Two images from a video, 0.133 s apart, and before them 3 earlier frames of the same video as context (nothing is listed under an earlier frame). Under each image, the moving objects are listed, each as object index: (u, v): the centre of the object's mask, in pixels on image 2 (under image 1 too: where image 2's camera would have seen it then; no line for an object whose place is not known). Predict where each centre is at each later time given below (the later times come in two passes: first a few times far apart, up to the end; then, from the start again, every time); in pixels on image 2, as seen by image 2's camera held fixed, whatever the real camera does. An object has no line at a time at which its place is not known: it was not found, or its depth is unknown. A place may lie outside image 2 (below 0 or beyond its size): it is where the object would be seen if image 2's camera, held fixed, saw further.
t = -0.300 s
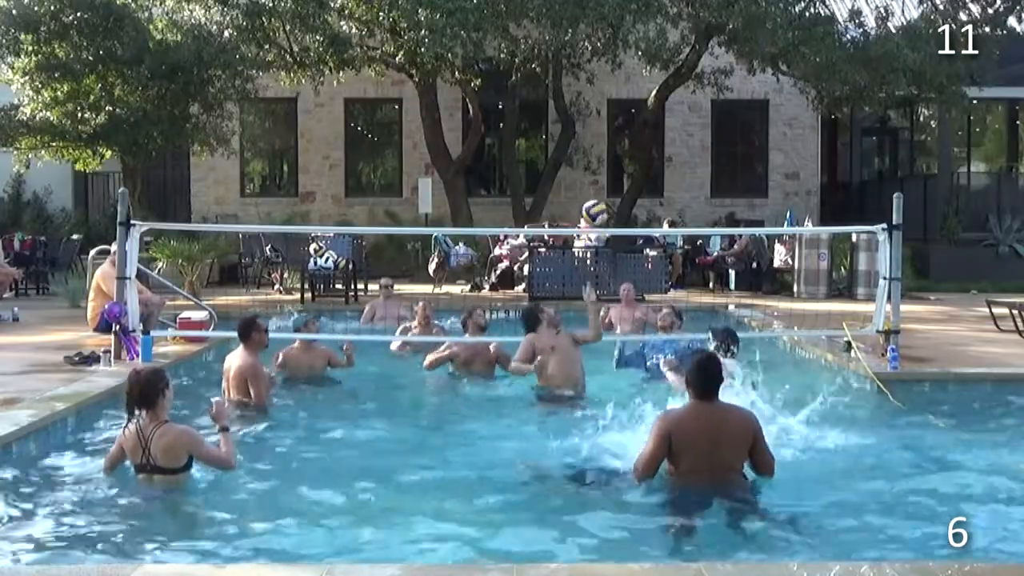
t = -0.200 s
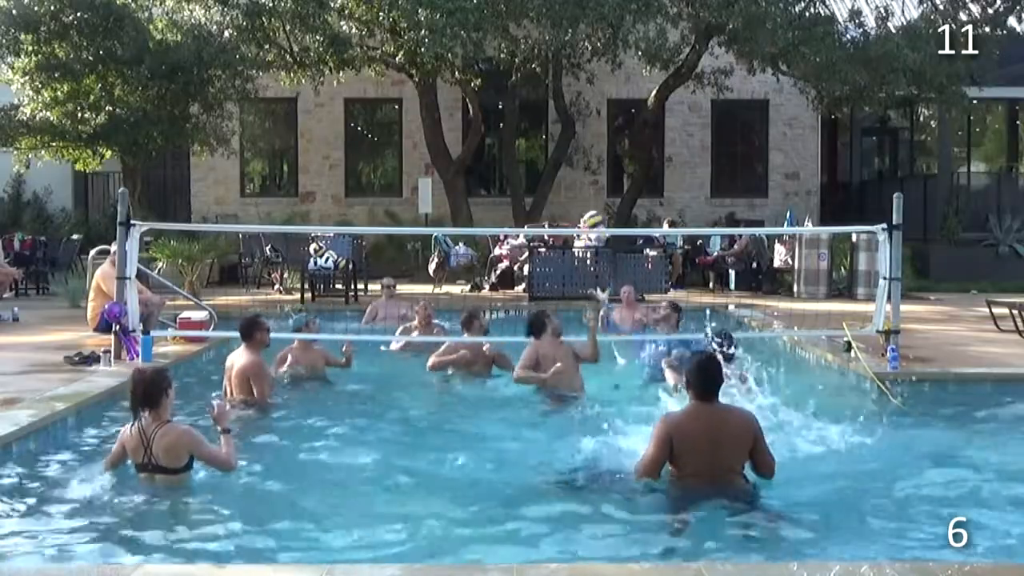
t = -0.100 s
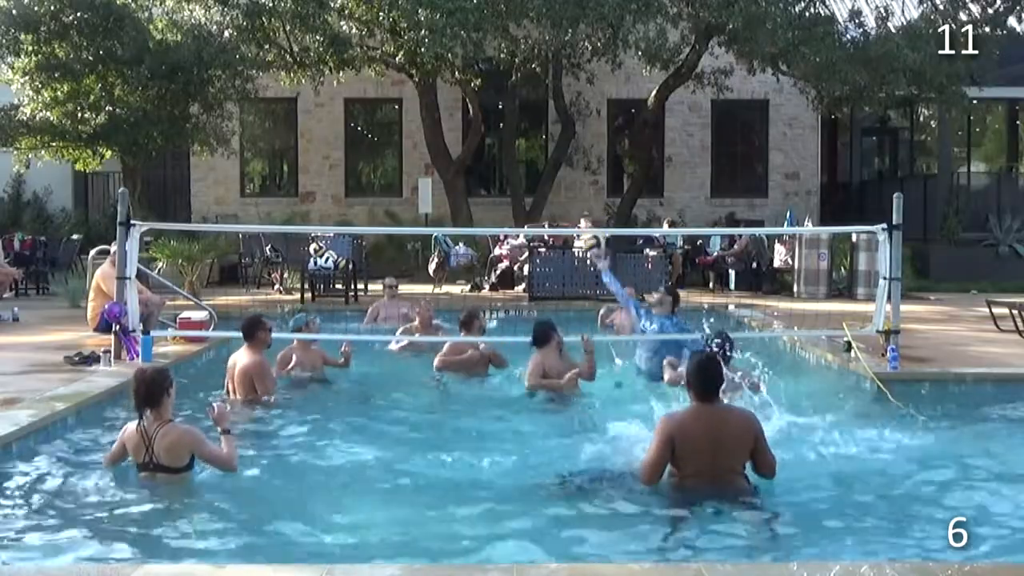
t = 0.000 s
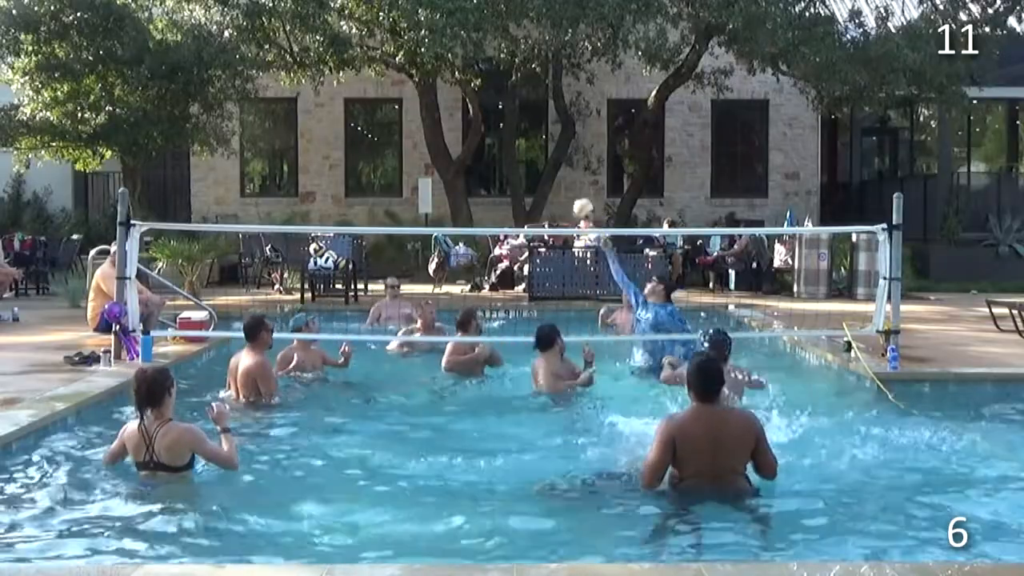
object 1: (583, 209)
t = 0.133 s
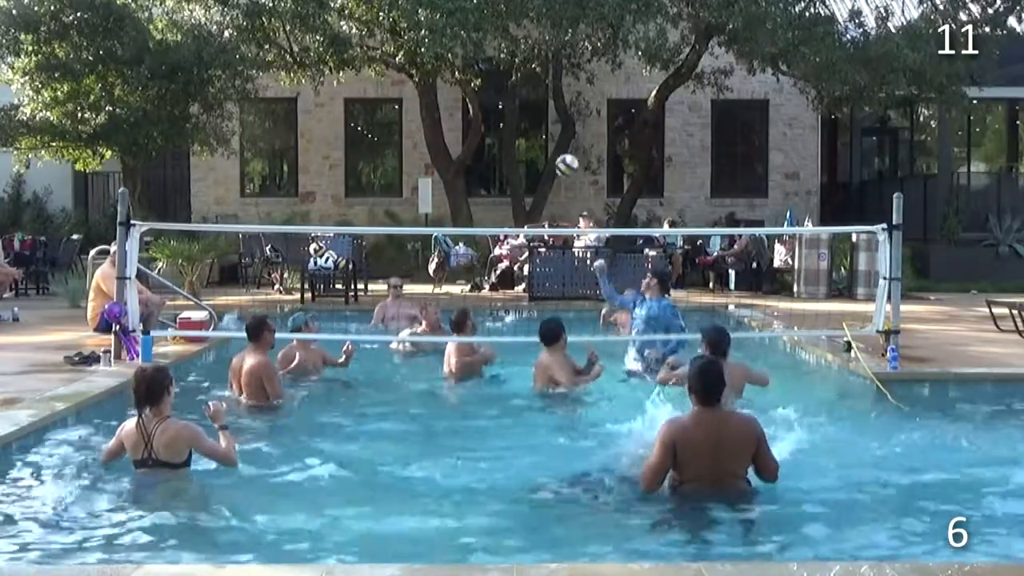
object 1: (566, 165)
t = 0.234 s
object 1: (554, 146)
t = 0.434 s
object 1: (529, 139)
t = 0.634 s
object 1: (504, 174)
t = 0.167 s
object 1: (562, 157)
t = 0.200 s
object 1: (558, 151)
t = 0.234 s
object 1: (554, 146)
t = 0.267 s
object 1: (549, 141)
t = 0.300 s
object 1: (545, 138)
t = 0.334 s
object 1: (540, 136)
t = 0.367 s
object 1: (537, 137)
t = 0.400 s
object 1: (533, 137)
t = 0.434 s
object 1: (529, 139)
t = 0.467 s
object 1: (524, 141)
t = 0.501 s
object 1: (520, 146)
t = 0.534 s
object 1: (516, 150)
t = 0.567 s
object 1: (512, 156)
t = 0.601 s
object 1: (508, 164)
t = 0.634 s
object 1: (504, 174)
